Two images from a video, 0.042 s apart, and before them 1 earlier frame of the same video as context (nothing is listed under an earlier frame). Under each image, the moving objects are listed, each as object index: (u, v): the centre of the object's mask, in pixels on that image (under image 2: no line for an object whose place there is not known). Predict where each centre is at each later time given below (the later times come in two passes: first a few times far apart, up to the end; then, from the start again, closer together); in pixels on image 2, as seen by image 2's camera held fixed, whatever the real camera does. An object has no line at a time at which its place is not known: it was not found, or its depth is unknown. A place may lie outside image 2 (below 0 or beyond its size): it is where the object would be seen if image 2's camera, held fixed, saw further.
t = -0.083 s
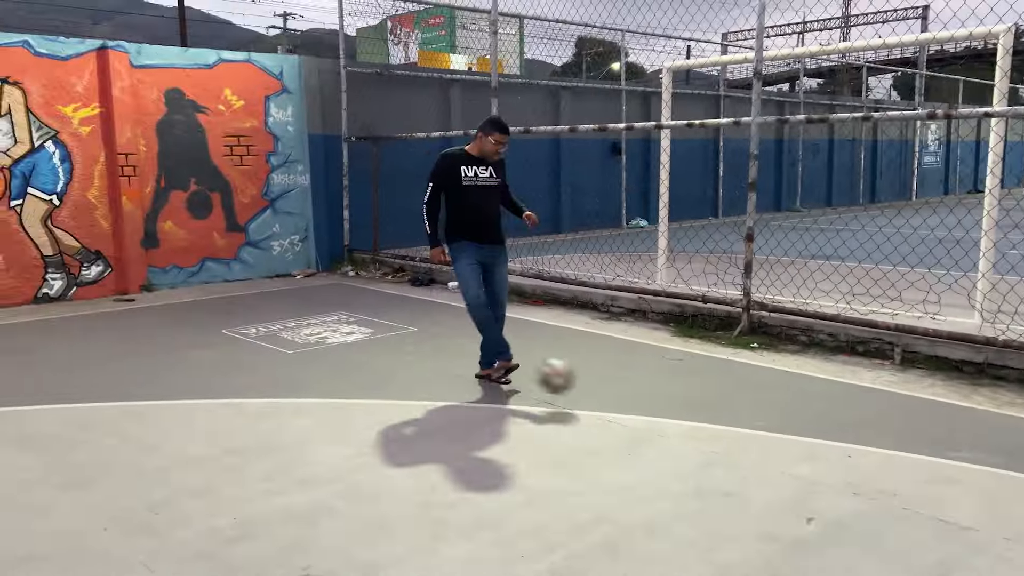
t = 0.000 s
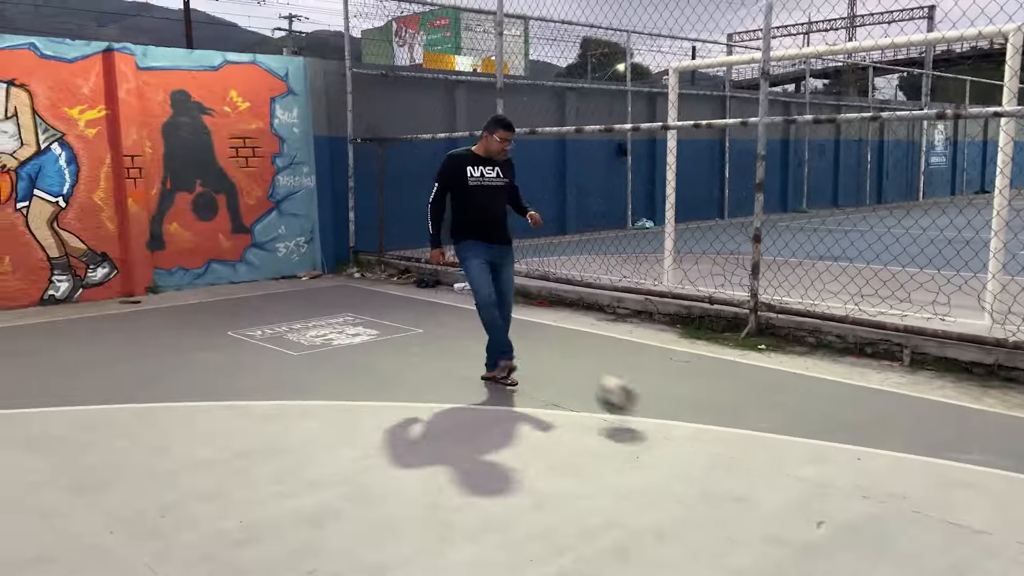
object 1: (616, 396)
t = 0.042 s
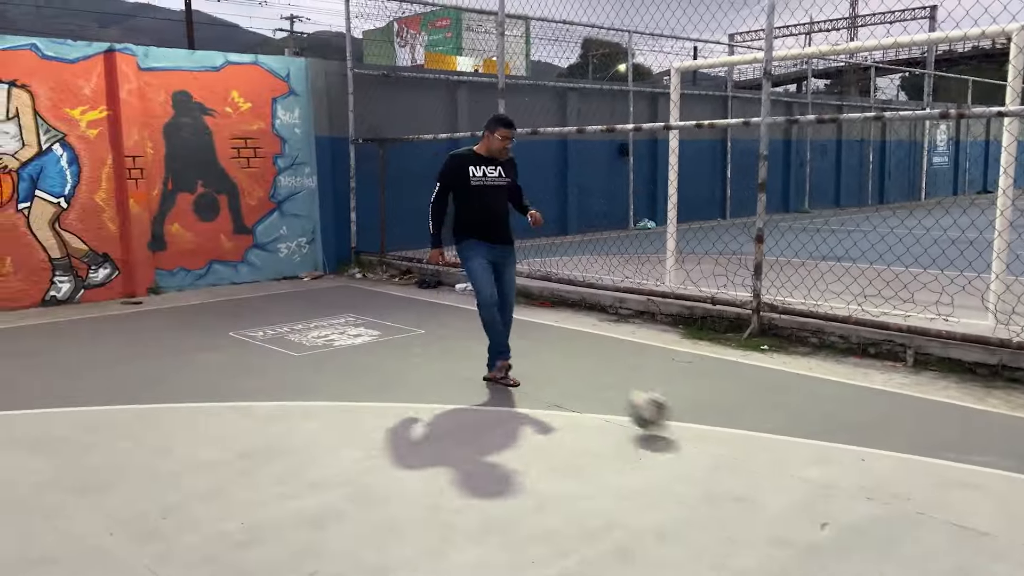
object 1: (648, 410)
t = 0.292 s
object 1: (771, 454)
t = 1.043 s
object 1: (1328, 630)
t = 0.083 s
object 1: (677, 426)
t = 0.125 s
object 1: (695, 424)
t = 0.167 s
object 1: (712, 426)
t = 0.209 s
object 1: (731, 431)
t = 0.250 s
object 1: (751, 441)
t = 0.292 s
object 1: (771, 454)
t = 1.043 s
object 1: (1328, 630)
